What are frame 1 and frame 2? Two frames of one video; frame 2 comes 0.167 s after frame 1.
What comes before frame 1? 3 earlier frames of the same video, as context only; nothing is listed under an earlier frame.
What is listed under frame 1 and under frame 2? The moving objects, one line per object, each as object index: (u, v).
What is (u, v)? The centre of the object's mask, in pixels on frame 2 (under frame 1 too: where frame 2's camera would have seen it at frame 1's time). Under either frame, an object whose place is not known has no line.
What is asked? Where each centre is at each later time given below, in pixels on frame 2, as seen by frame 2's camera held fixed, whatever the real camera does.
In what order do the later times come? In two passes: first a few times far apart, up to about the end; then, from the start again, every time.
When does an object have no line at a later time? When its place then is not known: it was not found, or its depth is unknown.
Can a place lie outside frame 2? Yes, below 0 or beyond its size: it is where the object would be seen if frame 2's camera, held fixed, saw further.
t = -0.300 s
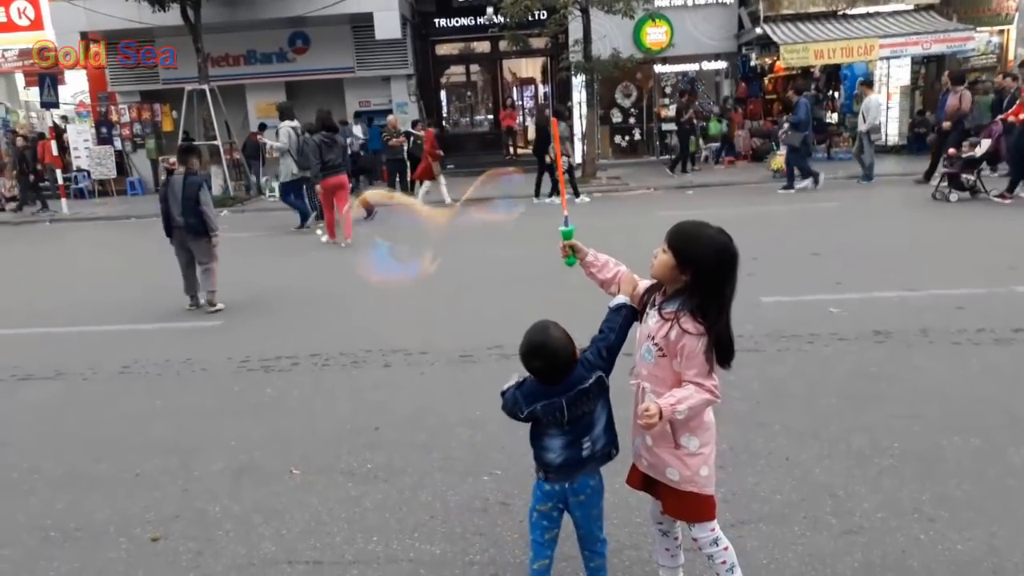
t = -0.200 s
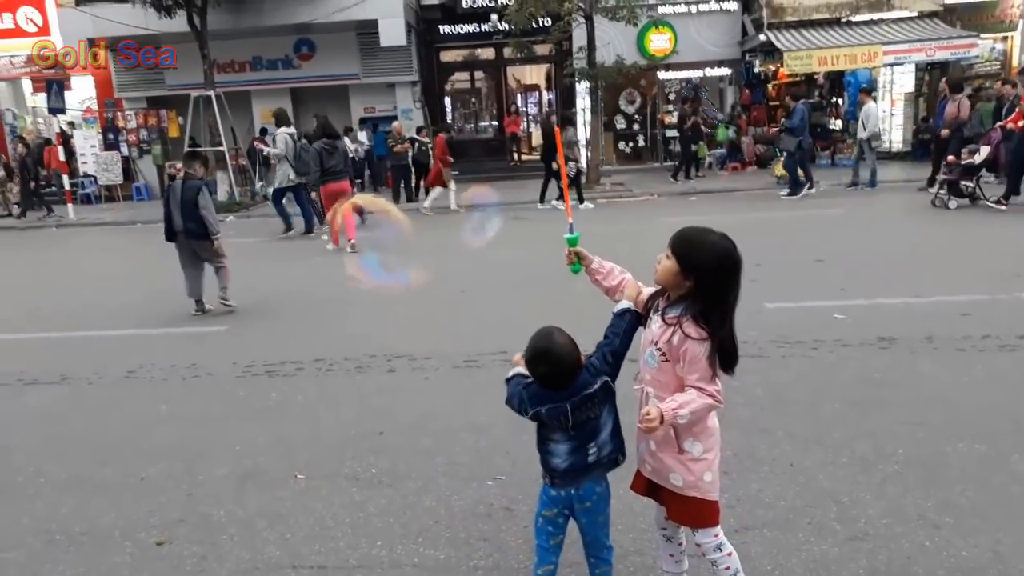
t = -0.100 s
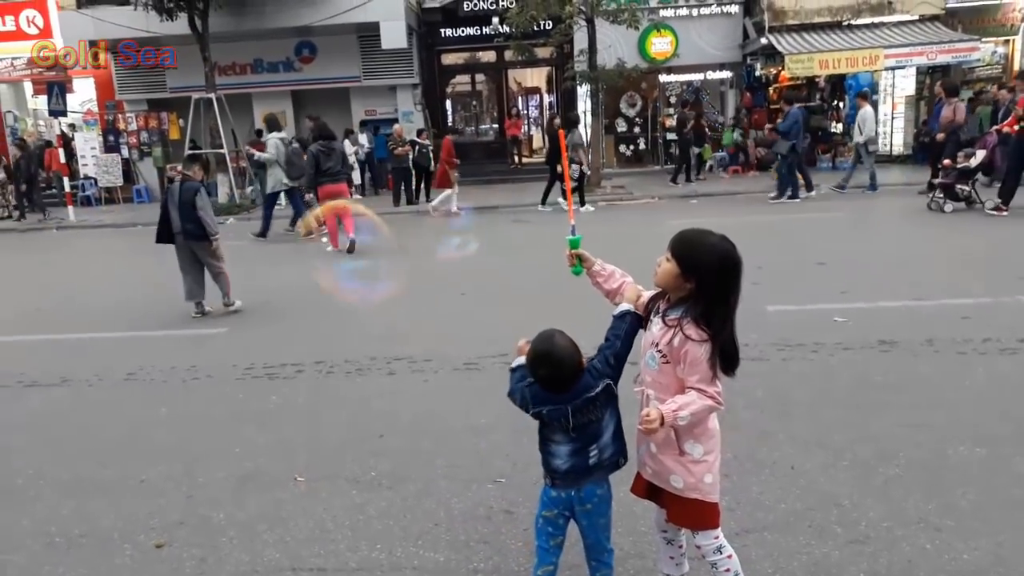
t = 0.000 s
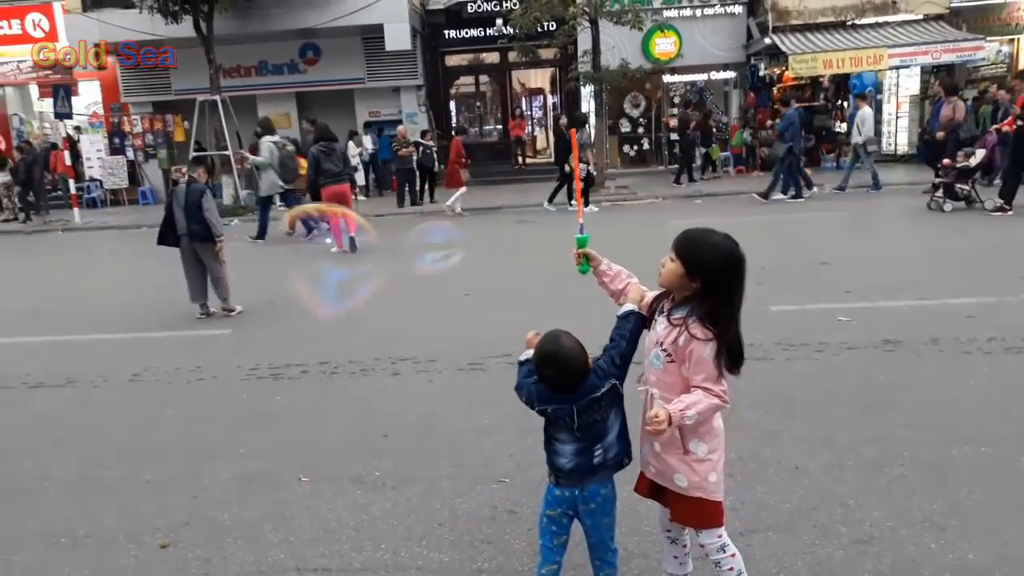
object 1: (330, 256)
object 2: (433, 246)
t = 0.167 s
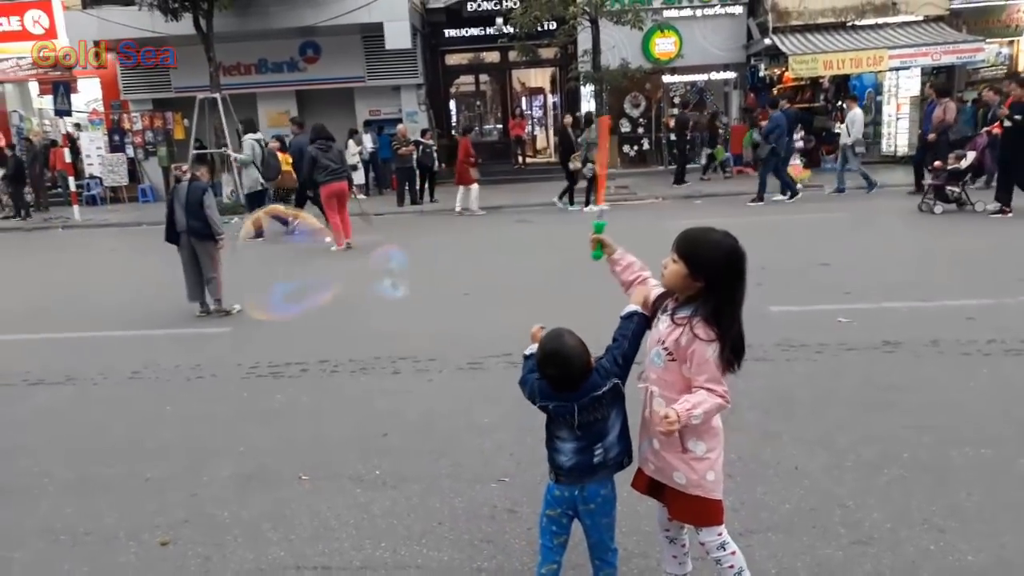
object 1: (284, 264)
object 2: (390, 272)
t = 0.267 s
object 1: (258, 264)
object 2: (362, 290)
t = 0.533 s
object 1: (172, 280)
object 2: (281, 339)
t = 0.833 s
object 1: (74, 290)
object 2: (190, 399)
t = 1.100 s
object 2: (103, 450)
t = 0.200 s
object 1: (276, 263)
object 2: (380, 279)
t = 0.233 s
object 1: (270, 263)
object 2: (371, 285)
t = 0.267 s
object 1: (258, 264)
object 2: (362, 290)
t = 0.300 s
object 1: (247, 267)
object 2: (355, 295)
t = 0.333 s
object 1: (237, 268)
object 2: (342, 301)
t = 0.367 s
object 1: (227, 270)
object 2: (331, 308)
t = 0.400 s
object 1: (221, 269)
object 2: (323, 315)
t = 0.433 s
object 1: (207, 274)
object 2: (314, 321)
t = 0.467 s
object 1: (197, 276)
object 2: (305, 327)
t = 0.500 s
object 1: (183, 278)
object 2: (292, 334)
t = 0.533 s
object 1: (172, 280)
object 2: (281, 339)
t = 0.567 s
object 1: (163, 281)
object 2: (274, 346)
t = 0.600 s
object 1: (153, 282)
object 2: (265, 350)
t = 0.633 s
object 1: (142, 283)
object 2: (254, 358)
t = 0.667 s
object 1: (133, 284)
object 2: (242, 365)
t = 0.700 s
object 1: (123, 285)
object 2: (232, 372)
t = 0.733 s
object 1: (109, 286)
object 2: (224, 378)
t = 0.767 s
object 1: (98, 287)
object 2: (213, 384)
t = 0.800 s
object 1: (86, 289)
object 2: (201, 391)
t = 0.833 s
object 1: (74, 290)
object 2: (190, 399)
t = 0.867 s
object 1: (62, 292)
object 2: (180, 405)
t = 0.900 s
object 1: (49, 293)
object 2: (171, 410)
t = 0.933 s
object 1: (35, 295)
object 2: (159, 417)
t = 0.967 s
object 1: (23, 296)
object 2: (146, 425)
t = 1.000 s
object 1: (12, 297)
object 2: (136, 432)
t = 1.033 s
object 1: (1, 297)
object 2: (125, 438)
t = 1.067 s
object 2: (114, 444)
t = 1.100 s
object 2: (103, 450)
